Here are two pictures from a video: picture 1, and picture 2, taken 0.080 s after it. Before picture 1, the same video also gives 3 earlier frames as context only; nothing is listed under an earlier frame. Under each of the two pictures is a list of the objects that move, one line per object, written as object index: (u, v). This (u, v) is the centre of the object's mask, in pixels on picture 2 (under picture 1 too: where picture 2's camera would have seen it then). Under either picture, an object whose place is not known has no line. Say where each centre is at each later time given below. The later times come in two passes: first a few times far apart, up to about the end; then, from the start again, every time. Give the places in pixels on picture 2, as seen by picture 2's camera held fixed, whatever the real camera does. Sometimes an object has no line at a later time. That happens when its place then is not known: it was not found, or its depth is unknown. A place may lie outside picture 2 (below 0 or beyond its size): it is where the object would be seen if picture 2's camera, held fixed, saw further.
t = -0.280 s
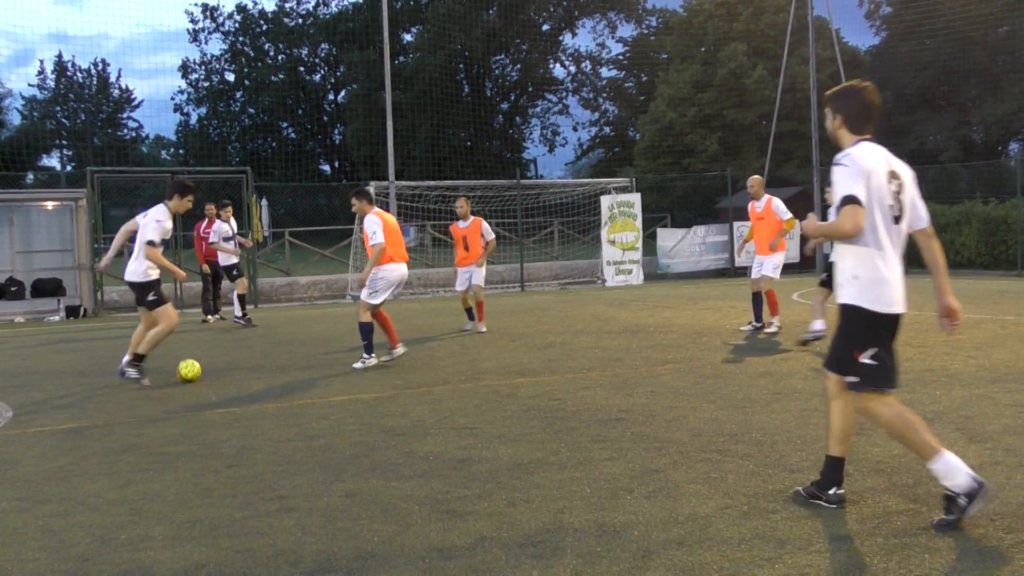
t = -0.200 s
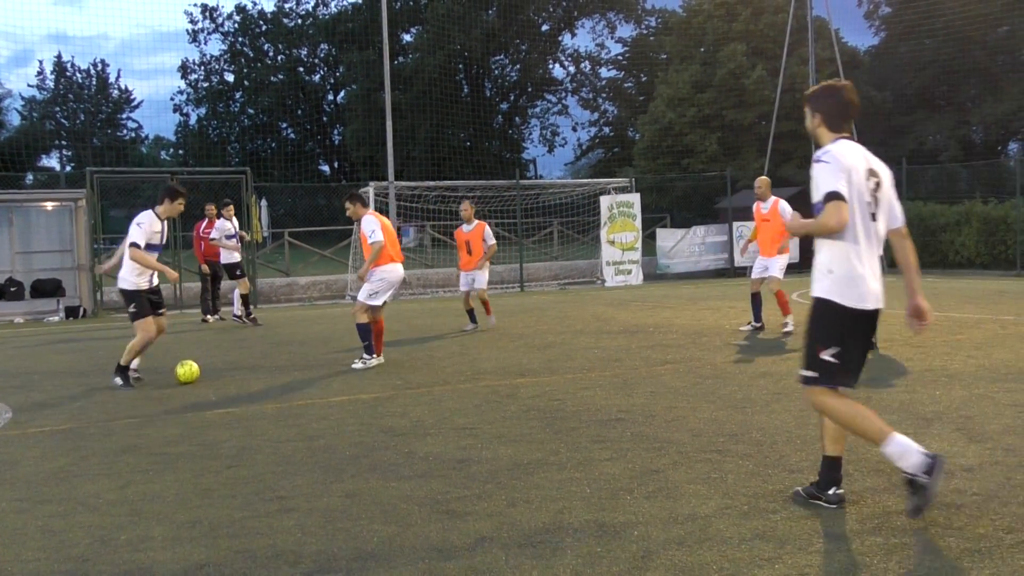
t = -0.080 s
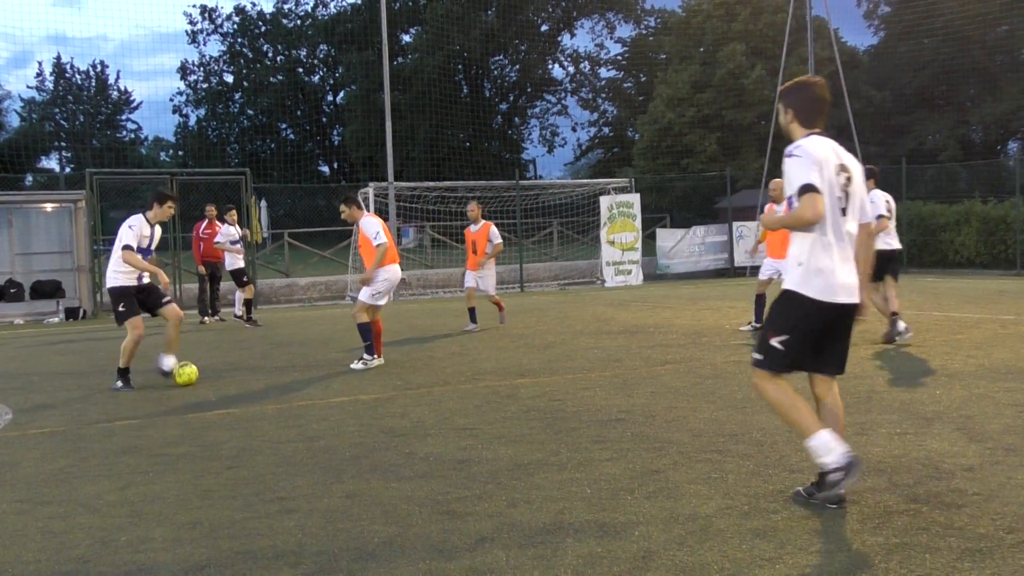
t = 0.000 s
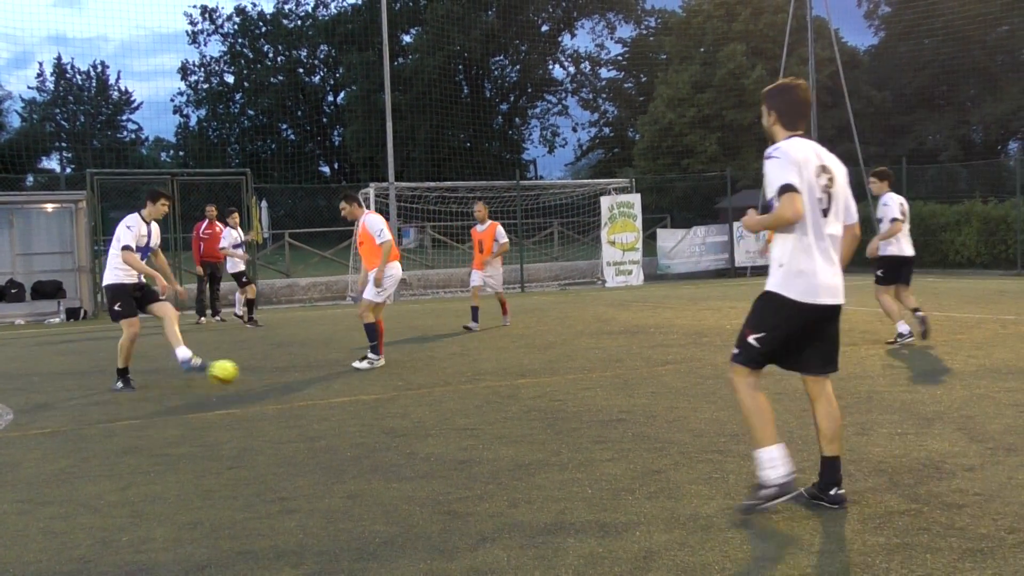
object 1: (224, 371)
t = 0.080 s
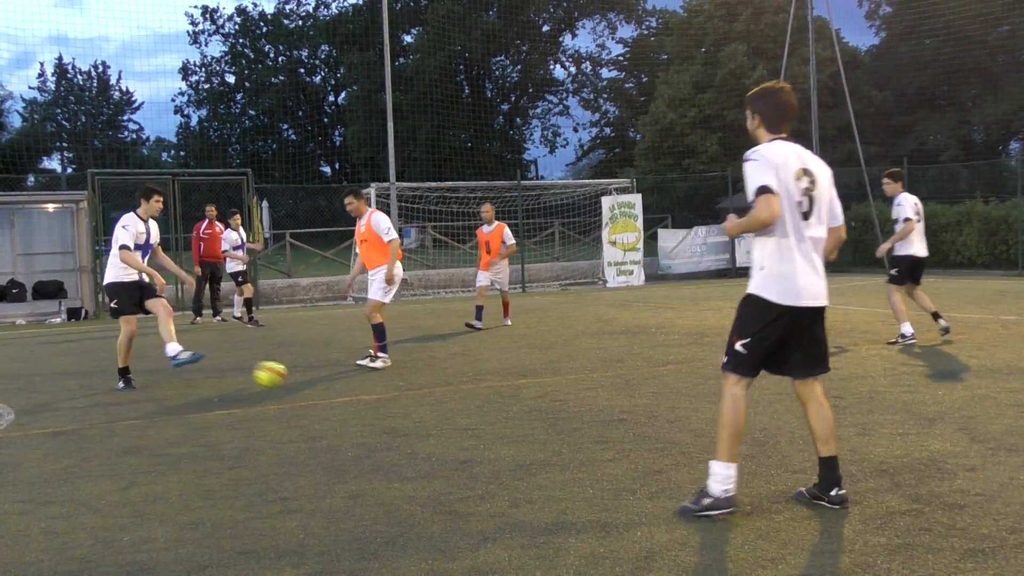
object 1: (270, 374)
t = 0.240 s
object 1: (375, 398)
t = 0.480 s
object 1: (547, 422)
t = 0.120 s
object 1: (295, 379)
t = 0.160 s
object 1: (321, 386)
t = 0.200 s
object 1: (348, 397)
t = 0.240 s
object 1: (375, 398)
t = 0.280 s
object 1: (400, 400)
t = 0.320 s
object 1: (430, 406)
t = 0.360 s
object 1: (459, 413)
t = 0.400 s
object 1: (488, 415)
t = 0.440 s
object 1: (516, 417)
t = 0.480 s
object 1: (547, 422)
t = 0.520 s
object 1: (580, 431)
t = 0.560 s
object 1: (612, 435)
